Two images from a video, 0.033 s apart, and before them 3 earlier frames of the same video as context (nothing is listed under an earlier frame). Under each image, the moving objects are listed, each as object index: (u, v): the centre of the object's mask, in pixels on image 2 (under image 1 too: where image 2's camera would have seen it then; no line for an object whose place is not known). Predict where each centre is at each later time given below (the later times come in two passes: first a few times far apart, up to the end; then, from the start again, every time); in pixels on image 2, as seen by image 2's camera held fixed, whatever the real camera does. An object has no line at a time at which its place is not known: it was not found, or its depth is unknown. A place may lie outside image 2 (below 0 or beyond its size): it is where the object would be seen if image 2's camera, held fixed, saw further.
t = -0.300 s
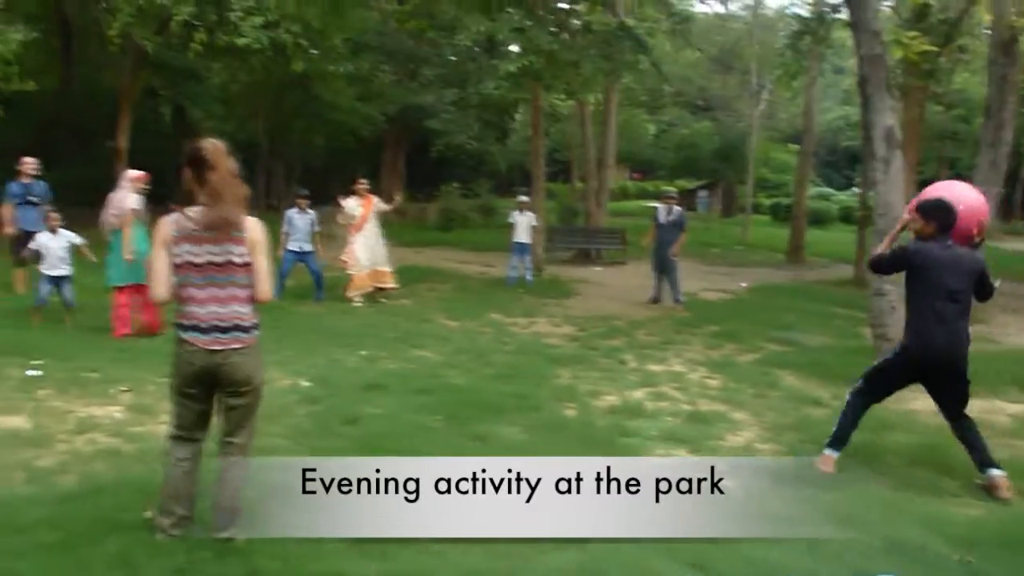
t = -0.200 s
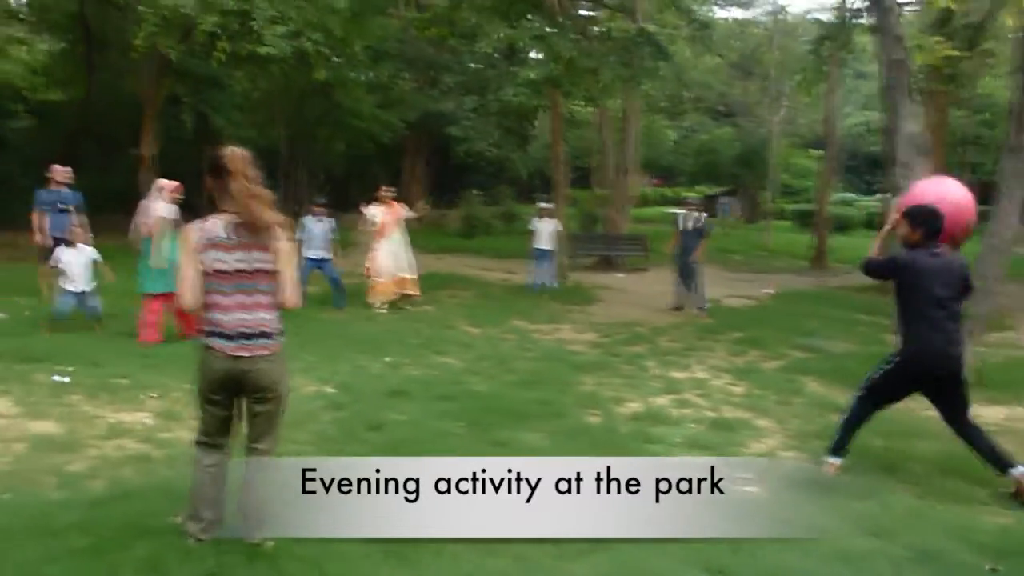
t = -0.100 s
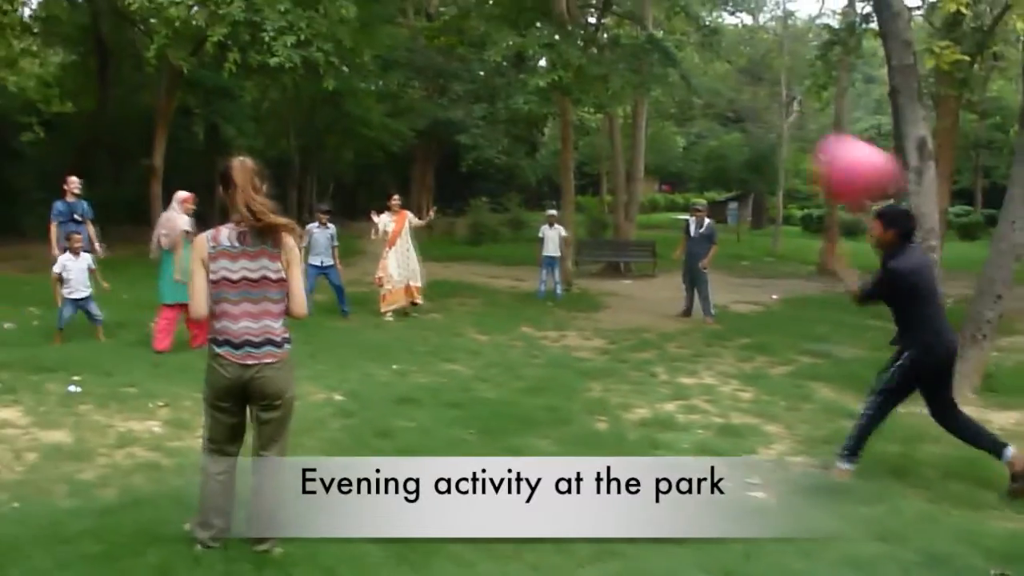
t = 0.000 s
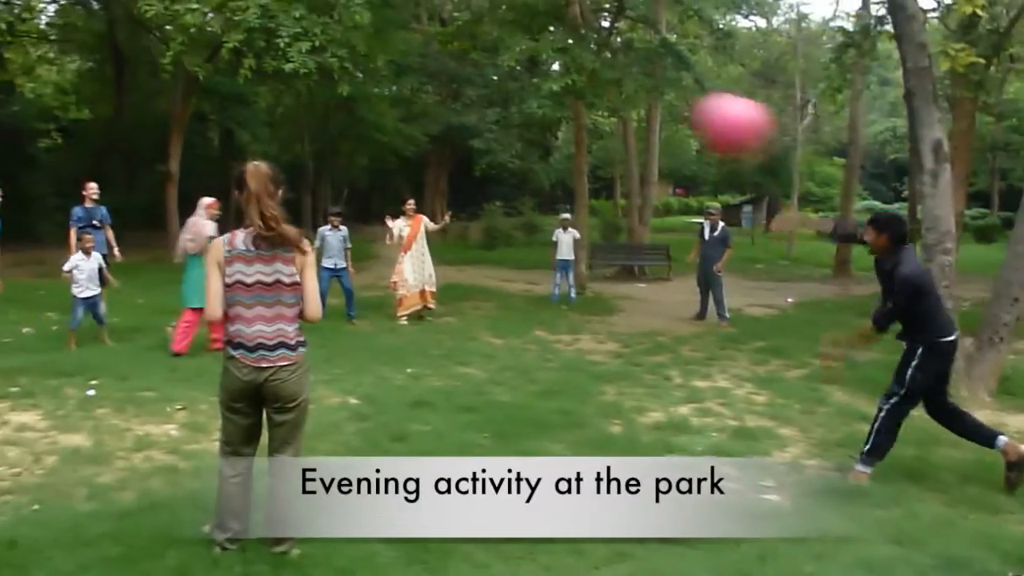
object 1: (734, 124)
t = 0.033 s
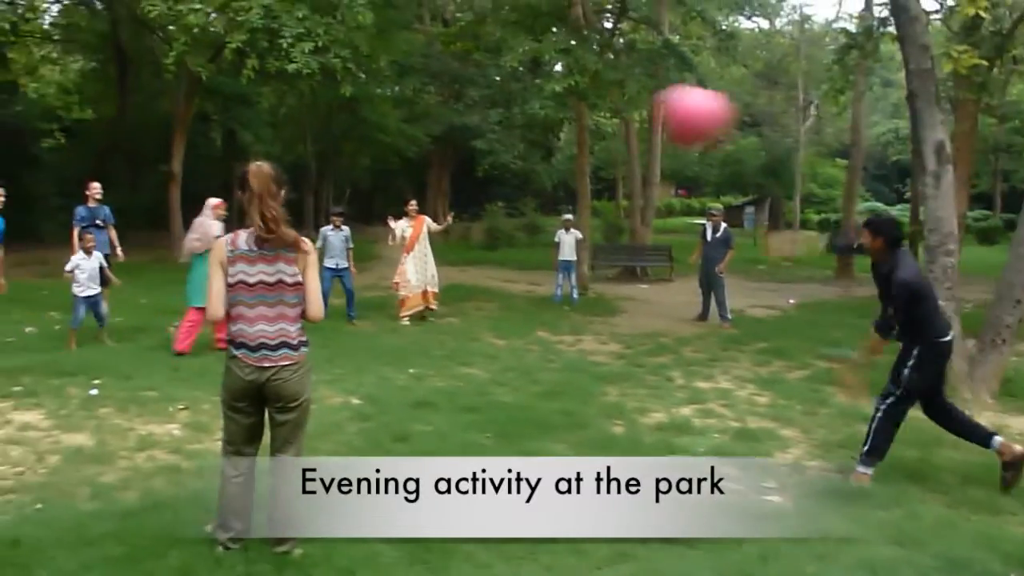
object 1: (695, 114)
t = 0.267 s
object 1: (460, 88)
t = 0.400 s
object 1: (358, 99)
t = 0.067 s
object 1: (653, 106)
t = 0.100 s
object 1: (617, 99)
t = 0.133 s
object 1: (583, 94)
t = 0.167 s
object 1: (550, 92)
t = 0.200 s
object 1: (518, 89)
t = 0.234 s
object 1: (488, 88)
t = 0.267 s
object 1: (460, 88)
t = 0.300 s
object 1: (433, 90)
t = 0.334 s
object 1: (407, 92)
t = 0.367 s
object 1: (381, 95)
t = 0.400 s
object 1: (358, 99)
